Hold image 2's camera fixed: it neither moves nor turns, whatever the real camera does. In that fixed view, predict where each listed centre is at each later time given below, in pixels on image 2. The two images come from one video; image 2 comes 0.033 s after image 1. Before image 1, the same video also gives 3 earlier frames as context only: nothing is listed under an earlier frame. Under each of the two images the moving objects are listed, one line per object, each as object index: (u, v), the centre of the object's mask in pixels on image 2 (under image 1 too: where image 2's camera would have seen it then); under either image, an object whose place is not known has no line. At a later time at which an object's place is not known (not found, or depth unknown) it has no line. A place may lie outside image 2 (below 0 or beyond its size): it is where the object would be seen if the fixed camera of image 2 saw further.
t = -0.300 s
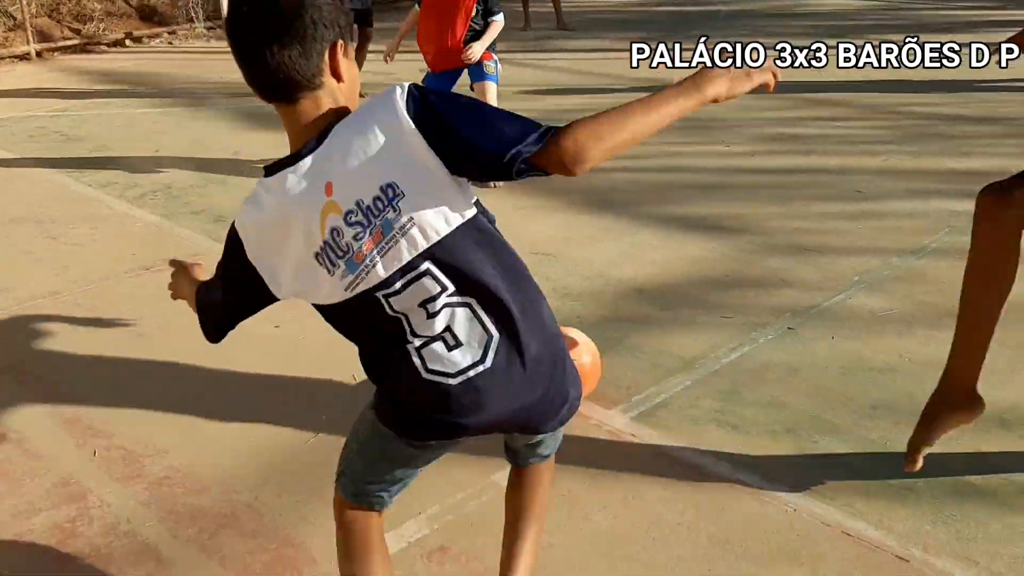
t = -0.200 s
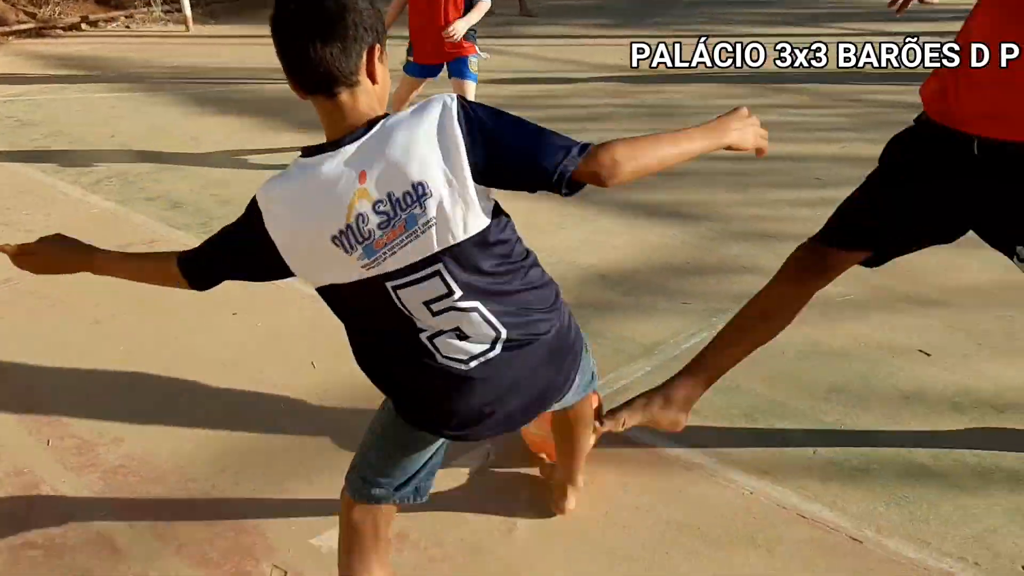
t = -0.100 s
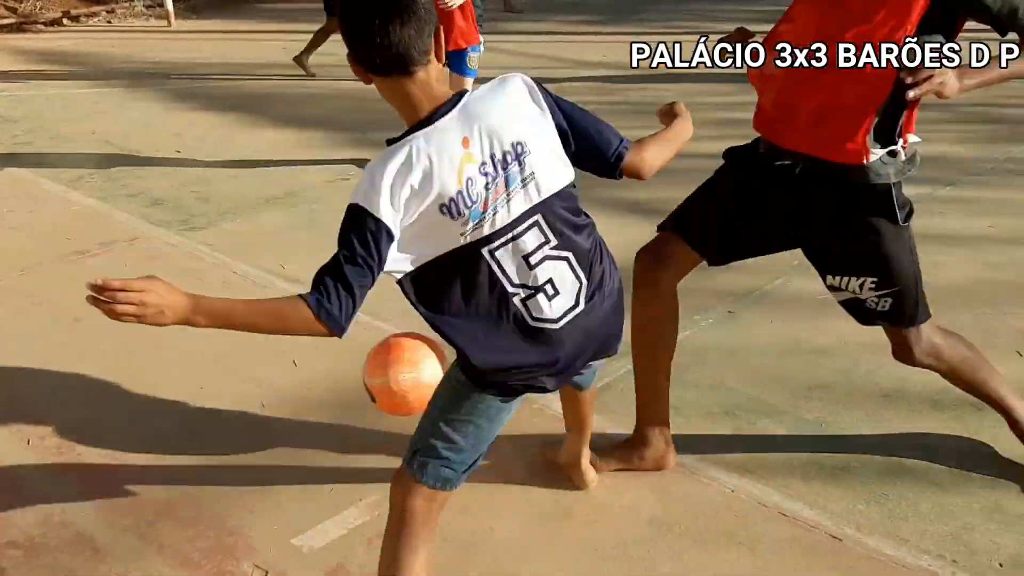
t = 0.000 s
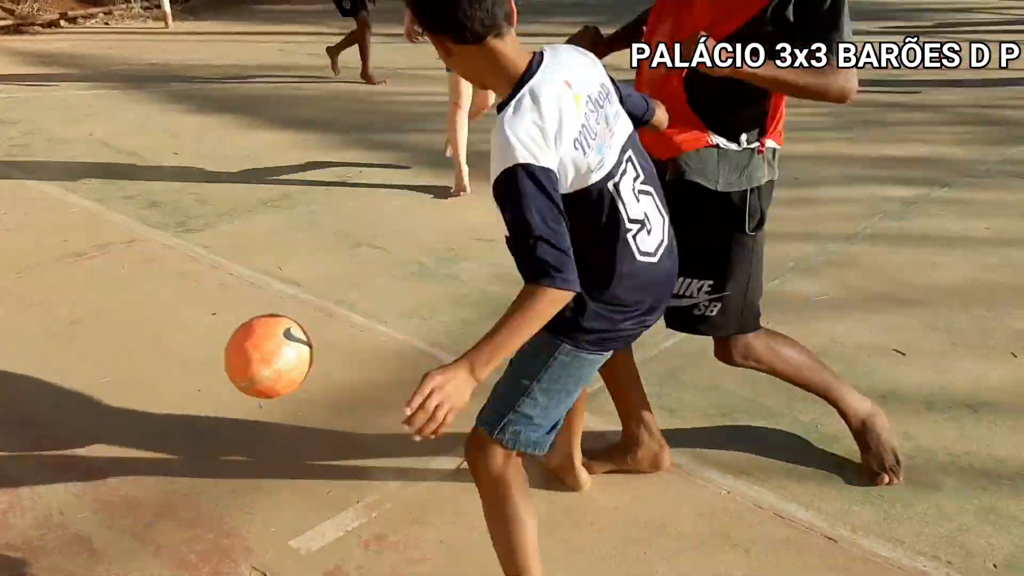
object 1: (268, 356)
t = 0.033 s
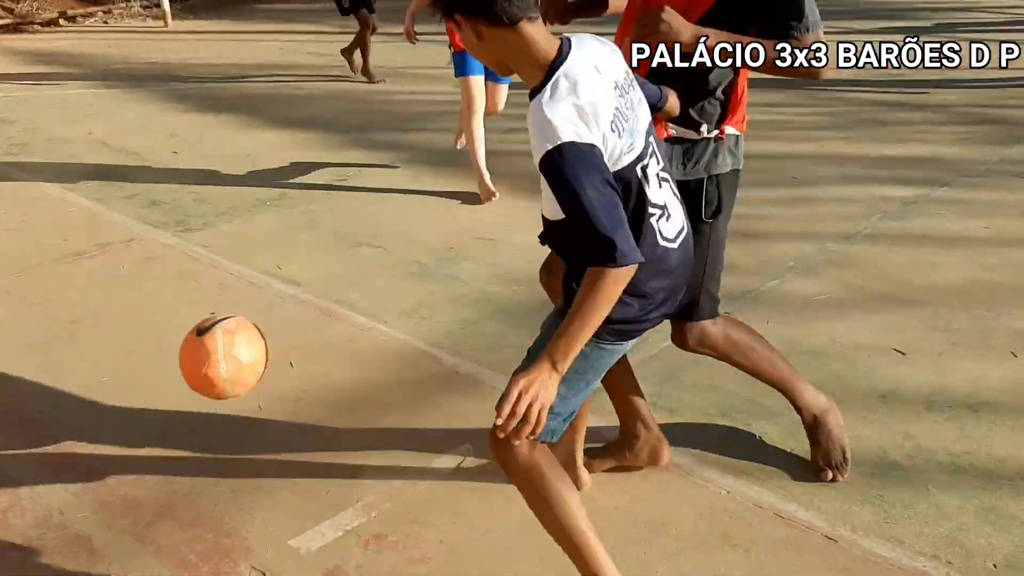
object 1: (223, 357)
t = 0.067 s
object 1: (181, 362)
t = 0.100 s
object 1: (140, 372)
